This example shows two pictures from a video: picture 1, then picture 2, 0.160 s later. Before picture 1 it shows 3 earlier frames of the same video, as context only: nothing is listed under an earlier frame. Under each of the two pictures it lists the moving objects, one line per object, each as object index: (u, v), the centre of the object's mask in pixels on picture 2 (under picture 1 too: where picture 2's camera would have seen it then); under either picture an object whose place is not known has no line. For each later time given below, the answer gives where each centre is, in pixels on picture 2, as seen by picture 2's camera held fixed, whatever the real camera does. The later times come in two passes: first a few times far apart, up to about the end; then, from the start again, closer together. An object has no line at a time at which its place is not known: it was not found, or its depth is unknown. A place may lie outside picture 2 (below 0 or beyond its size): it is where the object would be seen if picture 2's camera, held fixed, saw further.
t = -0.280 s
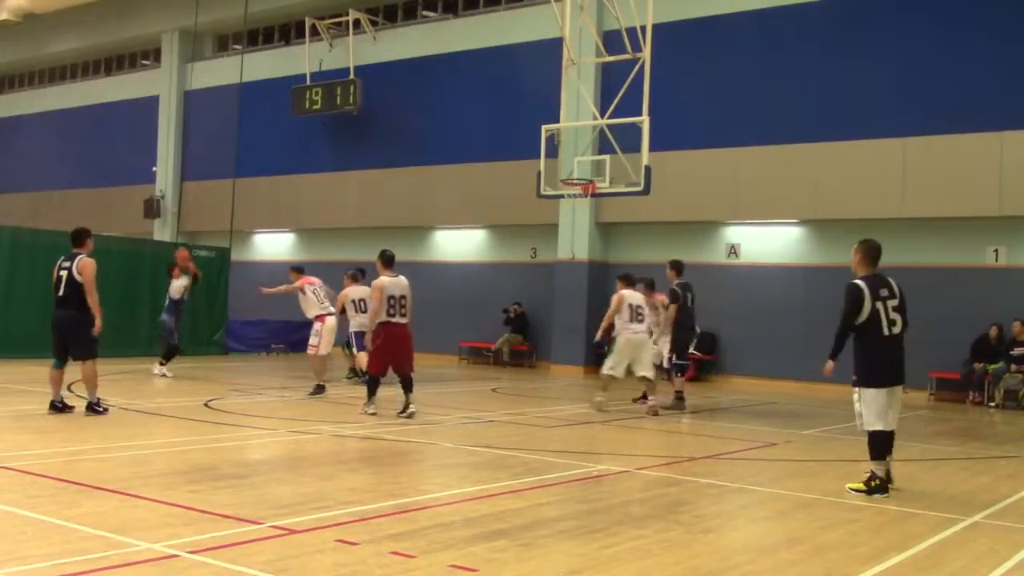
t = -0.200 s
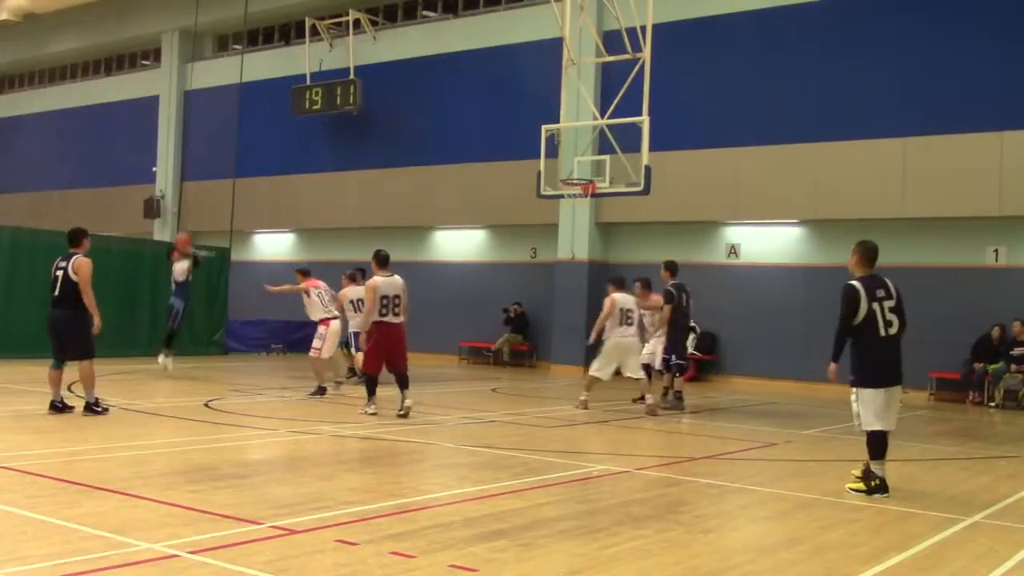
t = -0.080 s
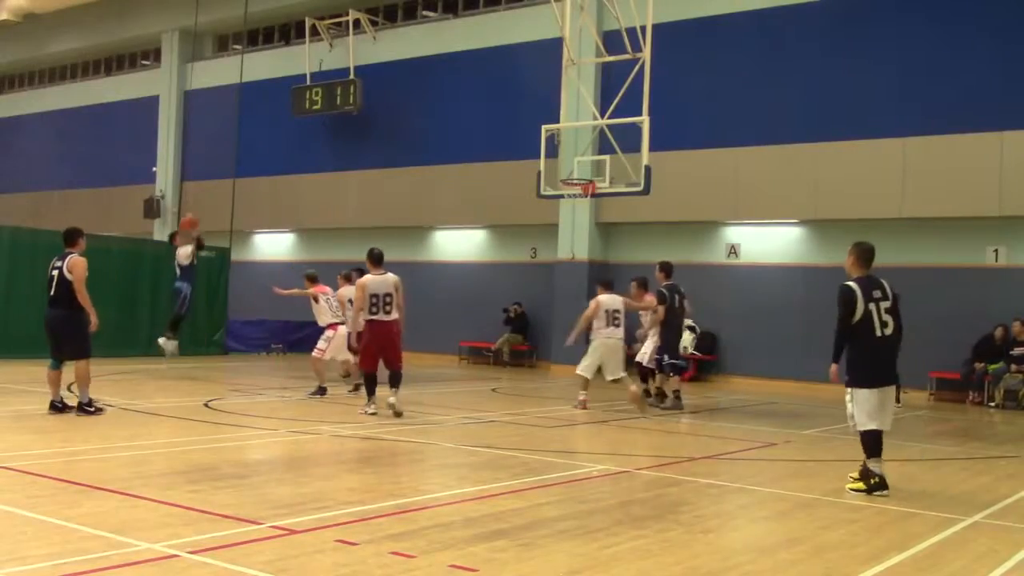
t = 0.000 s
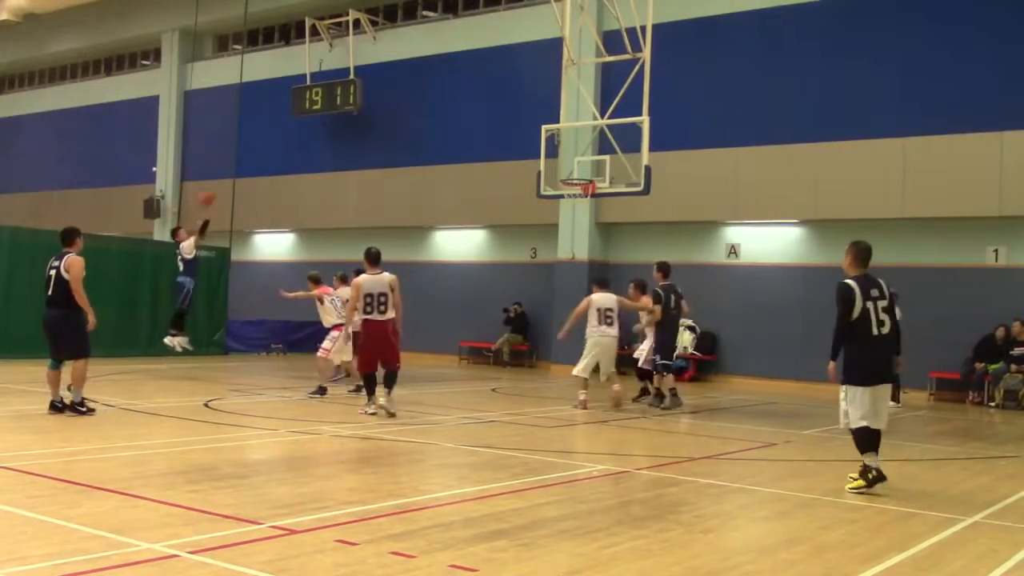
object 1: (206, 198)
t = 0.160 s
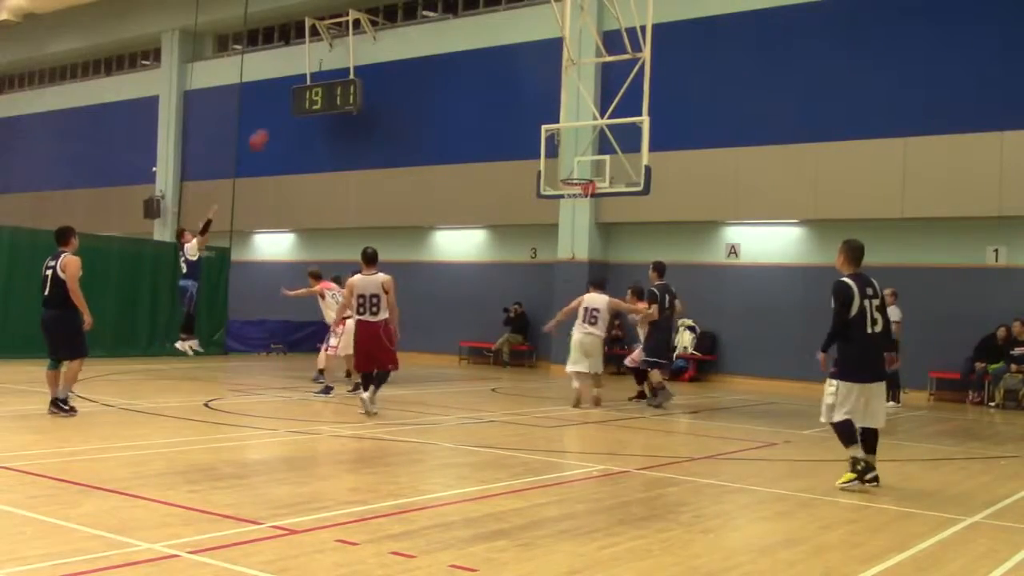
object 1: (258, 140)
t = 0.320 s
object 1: (308, 102)
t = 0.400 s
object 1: (334, 87)
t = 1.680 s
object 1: (557, 189)
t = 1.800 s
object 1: (550, 205)
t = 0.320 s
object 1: (308, 102)
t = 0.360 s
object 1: (321, 93)
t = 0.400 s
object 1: (334, 87)
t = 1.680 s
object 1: (557, 189)
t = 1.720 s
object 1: (555, 193)
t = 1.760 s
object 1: (551, 199)
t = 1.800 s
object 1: (550, 205)
